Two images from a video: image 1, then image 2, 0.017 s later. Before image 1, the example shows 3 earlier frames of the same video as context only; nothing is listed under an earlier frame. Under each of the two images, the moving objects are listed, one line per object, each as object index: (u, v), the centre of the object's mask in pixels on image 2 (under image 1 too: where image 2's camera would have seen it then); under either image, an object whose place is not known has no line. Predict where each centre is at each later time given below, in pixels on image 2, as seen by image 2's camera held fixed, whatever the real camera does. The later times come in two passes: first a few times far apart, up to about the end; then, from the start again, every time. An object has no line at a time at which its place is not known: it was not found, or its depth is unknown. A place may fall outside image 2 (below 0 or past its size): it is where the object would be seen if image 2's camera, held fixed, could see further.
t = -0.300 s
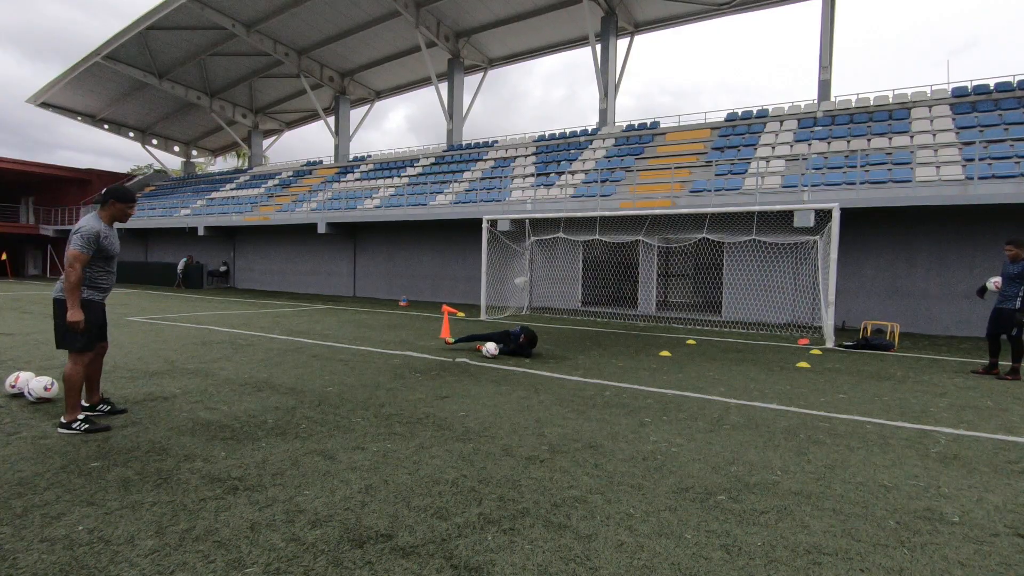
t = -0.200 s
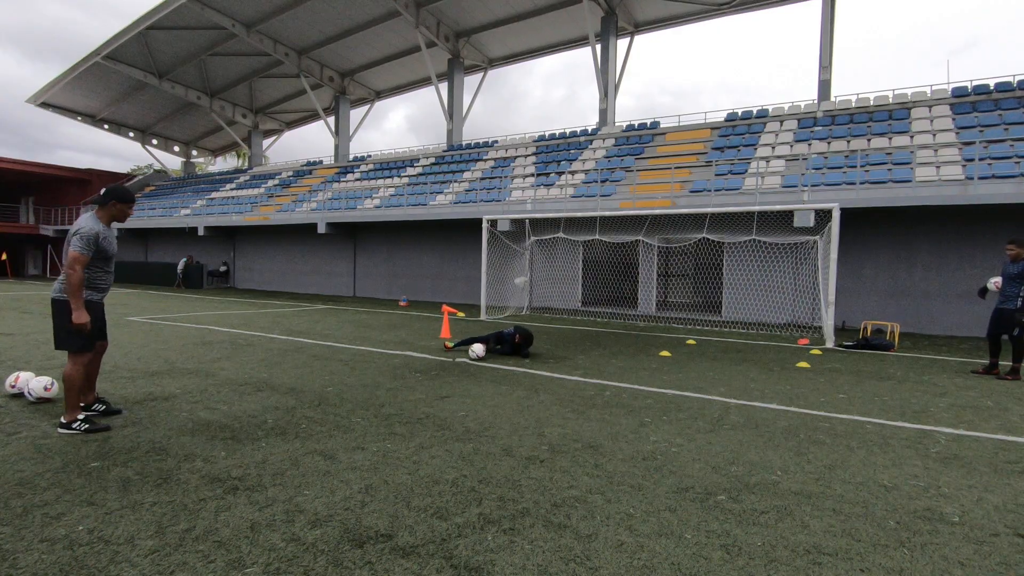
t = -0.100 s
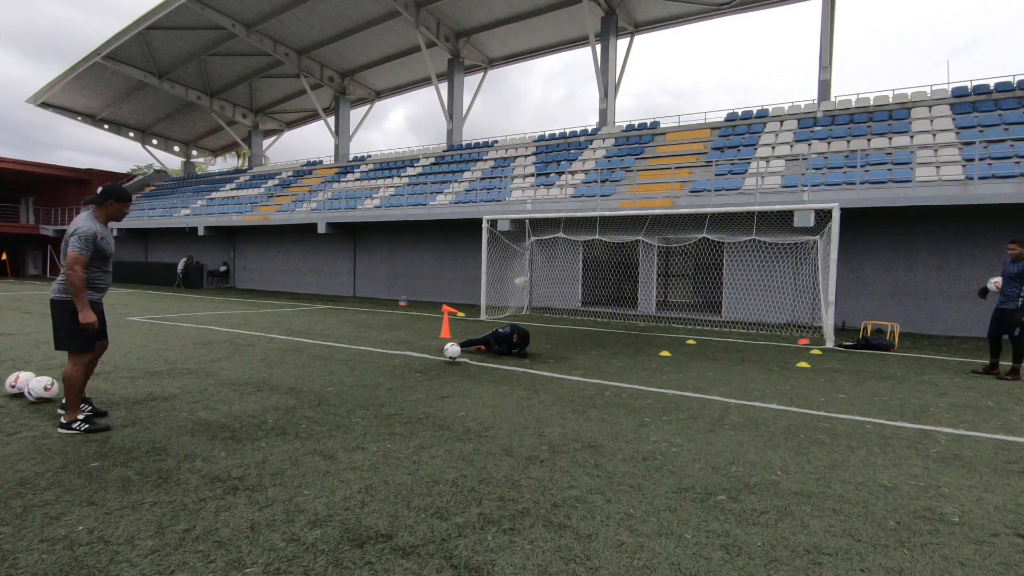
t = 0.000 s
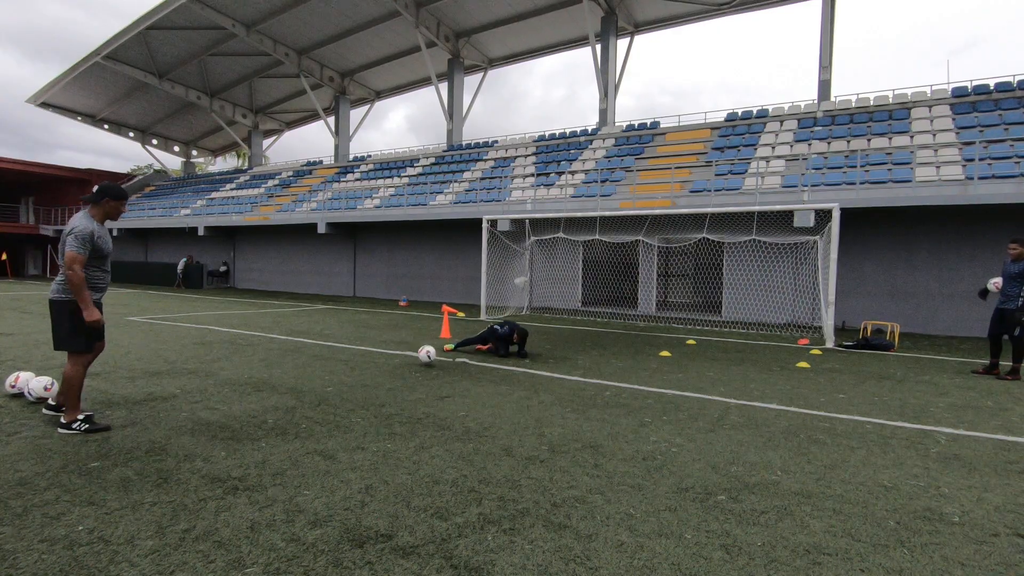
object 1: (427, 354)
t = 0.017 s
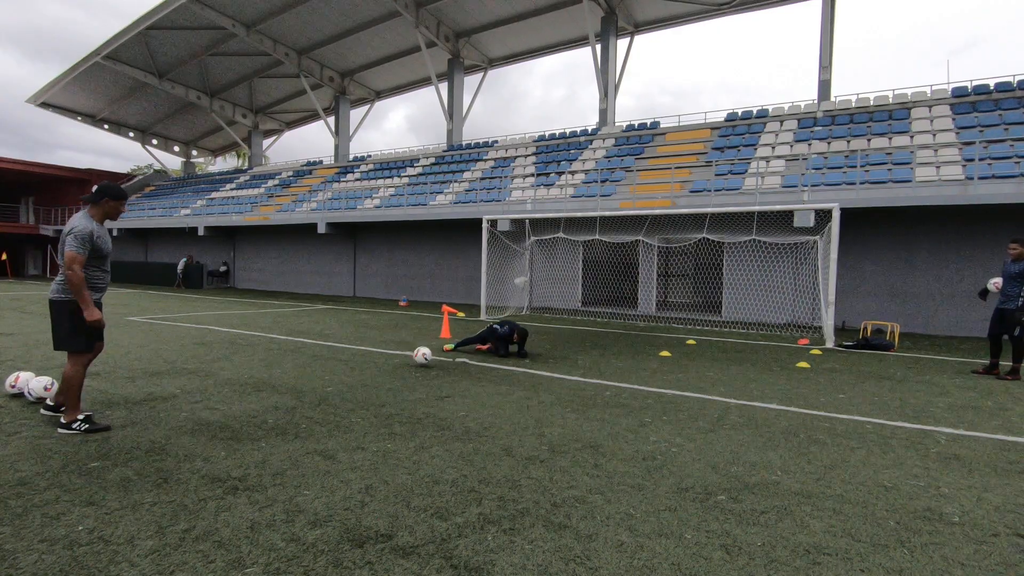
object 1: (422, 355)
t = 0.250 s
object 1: (369, 364)
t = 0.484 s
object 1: (311, 372)
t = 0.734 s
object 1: (240, 379)
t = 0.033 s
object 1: (418, 357)
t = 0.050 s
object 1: (413, 359)
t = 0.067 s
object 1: (409, 359)
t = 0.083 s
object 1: (406, 359)
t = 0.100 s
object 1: (403, 358)
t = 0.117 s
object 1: (399, 358)
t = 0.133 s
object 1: (395, 358)
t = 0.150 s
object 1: (392, 359)
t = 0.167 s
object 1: (388, 360)
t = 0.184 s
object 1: (384, 361)
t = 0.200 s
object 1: (381, 361)
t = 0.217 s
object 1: (377, 362)
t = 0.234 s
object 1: (374, 363)
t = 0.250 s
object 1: (369, 364)
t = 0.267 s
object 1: (366, 364)
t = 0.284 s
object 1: (362, 364)
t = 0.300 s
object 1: (358, 364)
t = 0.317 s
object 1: (354, 365)
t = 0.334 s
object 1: (349, 365)
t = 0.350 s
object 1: (345, 366)
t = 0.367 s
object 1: (341, 367)
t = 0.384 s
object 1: (337, 368)
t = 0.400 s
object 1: (333, 369)
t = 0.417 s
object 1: (329, 369)
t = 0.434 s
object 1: (325, 369)
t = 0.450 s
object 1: (320, 371)
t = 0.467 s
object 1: (316, 372)
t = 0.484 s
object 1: (311, 372)
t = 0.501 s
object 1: (307, 372)
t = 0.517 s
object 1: (303, 373)
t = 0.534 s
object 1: (298, 374)
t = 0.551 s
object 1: (293, 373)
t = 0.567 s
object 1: (288, 374)
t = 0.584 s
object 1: (284, 374)
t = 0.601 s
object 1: (279, 375)
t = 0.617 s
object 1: (274, 375)
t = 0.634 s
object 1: (269, 376)
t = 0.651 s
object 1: (265, 376)
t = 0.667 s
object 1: (260, 377)
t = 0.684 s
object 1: (255, 378)
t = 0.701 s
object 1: (250, 379)
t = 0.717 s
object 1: (245, 379)
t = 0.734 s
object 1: (240, 379)
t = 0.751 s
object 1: (235, 380)
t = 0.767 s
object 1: (229, 380)
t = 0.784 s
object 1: (224, 381)
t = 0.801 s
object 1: (219, 382)
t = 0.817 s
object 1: (213, 382)
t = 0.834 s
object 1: (208, 383)
